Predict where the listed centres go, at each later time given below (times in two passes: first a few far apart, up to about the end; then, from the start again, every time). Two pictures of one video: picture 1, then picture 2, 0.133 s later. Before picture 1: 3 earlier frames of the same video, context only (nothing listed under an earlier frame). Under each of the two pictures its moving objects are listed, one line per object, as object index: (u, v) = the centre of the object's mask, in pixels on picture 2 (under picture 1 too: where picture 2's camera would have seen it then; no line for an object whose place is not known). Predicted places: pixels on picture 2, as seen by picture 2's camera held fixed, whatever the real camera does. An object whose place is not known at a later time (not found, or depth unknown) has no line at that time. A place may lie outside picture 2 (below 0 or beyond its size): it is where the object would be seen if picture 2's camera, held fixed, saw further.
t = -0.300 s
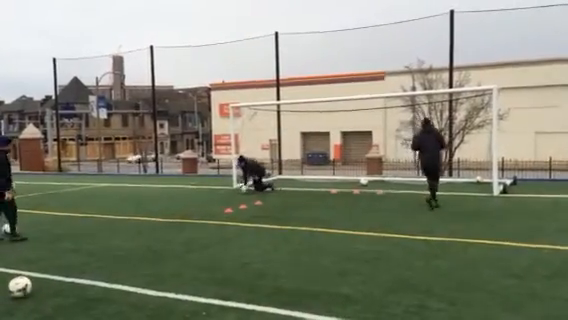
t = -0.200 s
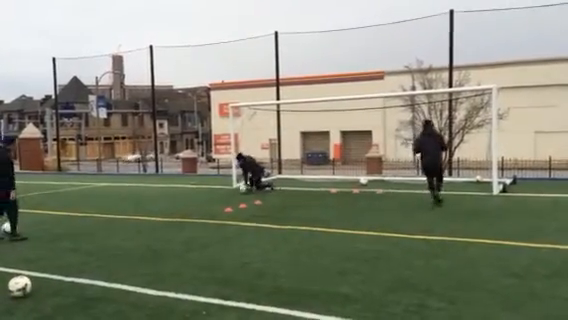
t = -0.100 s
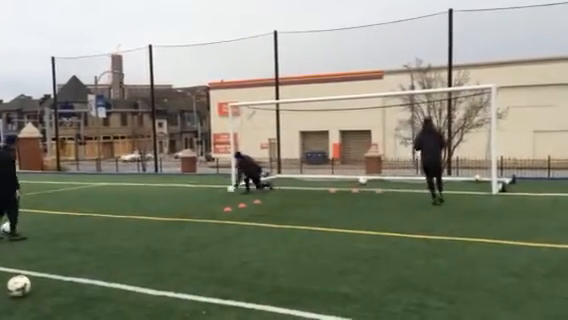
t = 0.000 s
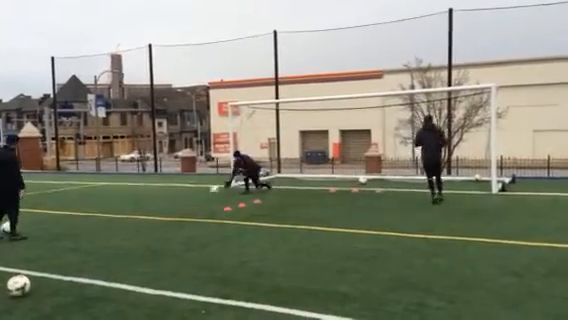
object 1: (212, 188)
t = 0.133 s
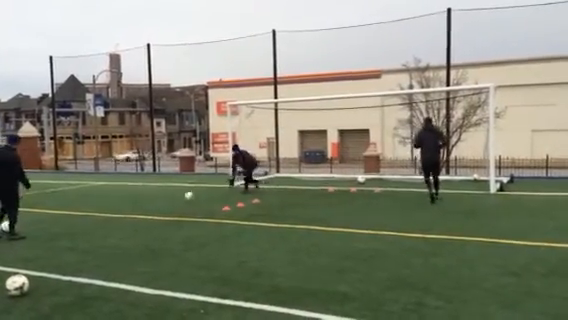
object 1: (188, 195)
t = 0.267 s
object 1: (166, 196)
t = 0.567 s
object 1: (115, 207)
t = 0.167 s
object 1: (183, 196)
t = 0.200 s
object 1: (178, 196)
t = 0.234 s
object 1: (172, 196)
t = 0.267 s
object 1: (166, 196)
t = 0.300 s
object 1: (160, 197)
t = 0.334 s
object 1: (154, 198)
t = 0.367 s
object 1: (148, 201)
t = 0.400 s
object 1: (142, 203)
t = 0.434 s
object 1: (136, 203)
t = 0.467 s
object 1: (131, 203)
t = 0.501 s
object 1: (126, 204)
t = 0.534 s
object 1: (121, 205)
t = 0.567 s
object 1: (115, 207)
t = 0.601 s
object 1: (109, 209)
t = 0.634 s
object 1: (104, 210)
